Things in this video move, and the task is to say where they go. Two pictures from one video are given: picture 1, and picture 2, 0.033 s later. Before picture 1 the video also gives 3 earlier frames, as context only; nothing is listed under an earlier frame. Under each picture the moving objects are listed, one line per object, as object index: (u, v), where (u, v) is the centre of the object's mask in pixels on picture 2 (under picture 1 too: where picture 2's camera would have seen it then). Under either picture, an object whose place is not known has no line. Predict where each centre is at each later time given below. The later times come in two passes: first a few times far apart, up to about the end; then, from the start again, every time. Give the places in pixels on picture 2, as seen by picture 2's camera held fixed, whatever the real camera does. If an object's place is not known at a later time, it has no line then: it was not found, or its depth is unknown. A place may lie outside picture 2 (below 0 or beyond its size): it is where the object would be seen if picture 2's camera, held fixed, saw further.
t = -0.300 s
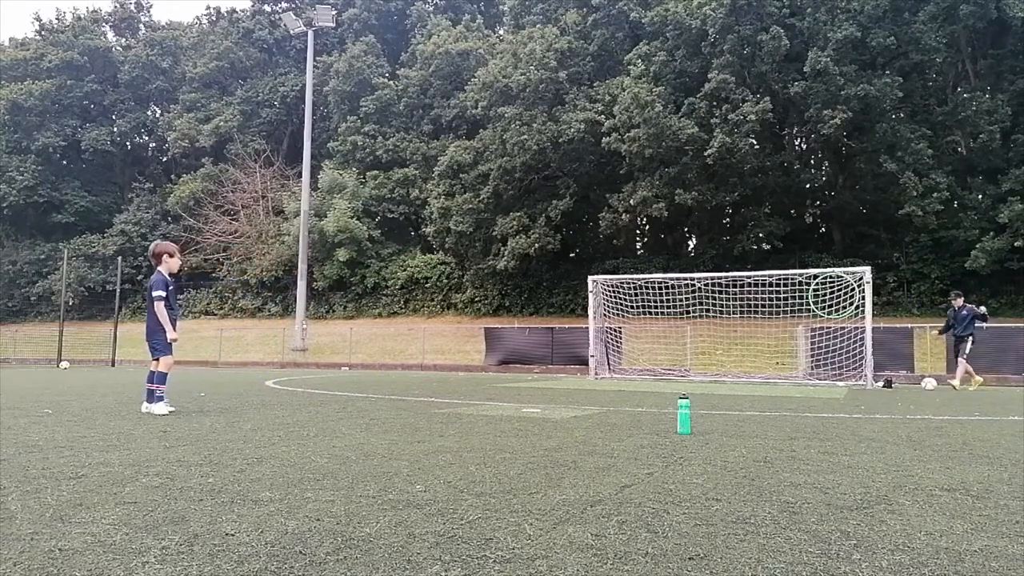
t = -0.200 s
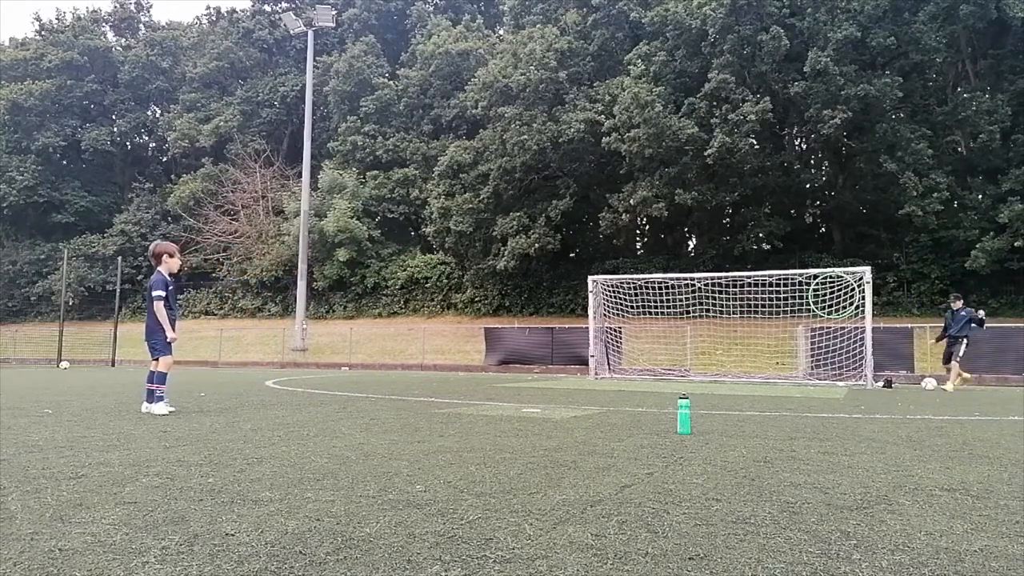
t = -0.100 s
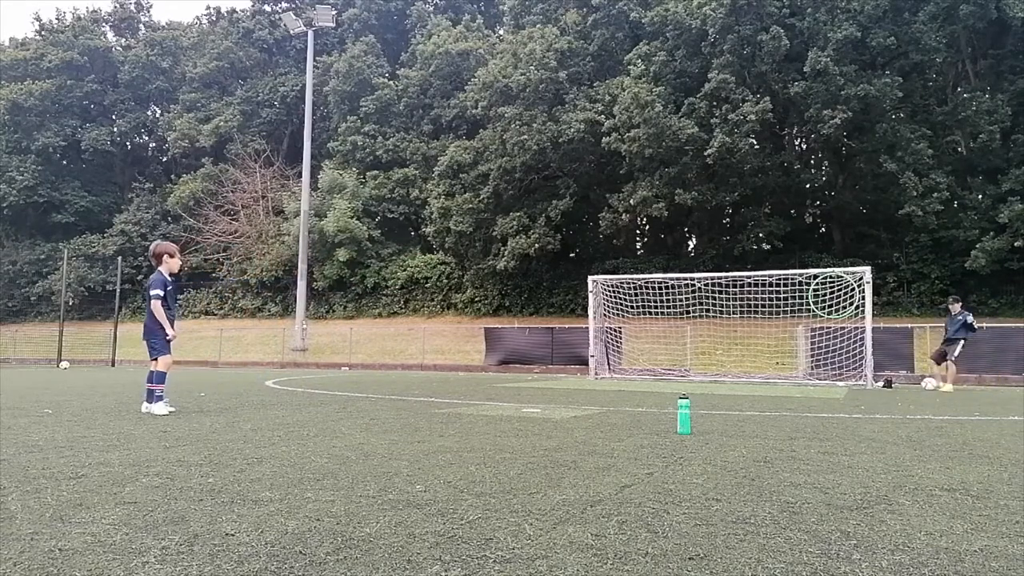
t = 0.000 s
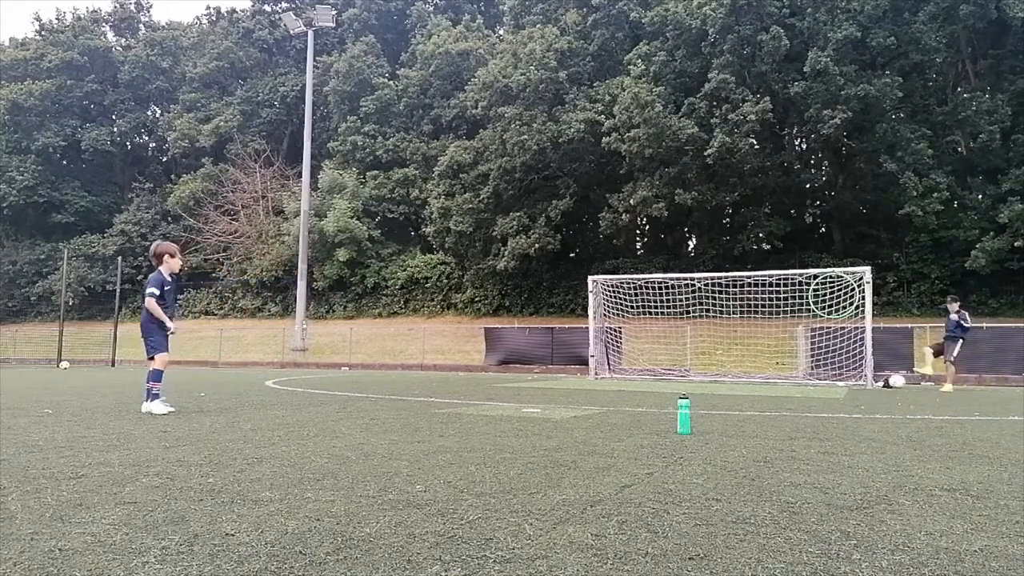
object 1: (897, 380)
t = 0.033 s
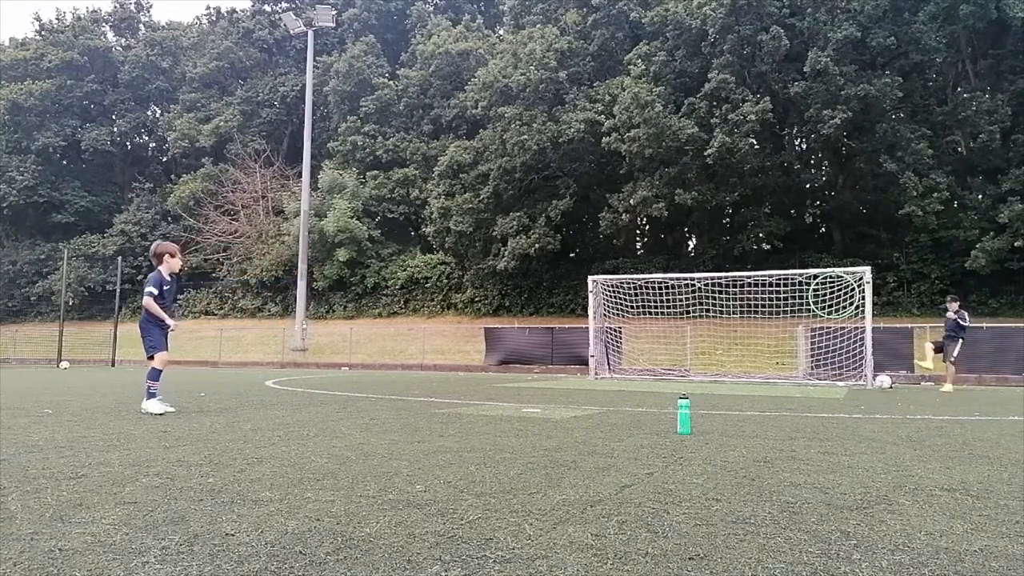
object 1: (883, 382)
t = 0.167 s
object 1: (825, 383)
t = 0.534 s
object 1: (652, 387)
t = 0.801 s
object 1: (515, 390)
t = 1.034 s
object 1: (371, 394)
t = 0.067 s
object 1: (869, 381)
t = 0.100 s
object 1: (855, 384)
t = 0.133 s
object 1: (841, 385)
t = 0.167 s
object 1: (825, 383)
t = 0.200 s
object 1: (811, 383)
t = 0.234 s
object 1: (796, 383)
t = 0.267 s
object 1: (780, 385)
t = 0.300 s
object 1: (763, 386)
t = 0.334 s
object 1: (748, 386)
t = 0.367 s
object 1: (733, 385)
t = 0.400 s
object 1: (717, 386)
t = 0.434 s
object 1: (700, 388)
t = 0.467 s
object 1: (684, 386)
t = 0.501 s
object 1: (668, 386)
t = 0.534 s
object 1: (652, 387)
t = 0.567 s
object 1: (636, 390)
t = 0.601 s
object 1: (619, 389)
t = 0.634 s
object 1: (603, 388)
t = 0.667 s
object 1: (585, 390)
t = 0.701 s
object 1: (569, 389)
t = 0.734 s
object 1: (552, 389)
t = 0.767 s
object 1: (534, 390)
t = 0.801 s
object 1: (515, 390)
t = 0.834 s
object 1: (497, 391)
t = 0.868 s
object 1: (478, 391)
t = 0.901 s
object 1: (457, 391)
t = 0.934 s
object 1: (437, 393)
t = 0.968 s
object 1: (416, 392)
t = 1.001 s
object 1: (394, 391)
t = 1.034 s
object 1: (371, 394)
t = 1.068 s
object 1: (347, 393)
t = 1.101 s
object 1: (323, 392)
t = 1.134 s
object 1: (297, 394)
